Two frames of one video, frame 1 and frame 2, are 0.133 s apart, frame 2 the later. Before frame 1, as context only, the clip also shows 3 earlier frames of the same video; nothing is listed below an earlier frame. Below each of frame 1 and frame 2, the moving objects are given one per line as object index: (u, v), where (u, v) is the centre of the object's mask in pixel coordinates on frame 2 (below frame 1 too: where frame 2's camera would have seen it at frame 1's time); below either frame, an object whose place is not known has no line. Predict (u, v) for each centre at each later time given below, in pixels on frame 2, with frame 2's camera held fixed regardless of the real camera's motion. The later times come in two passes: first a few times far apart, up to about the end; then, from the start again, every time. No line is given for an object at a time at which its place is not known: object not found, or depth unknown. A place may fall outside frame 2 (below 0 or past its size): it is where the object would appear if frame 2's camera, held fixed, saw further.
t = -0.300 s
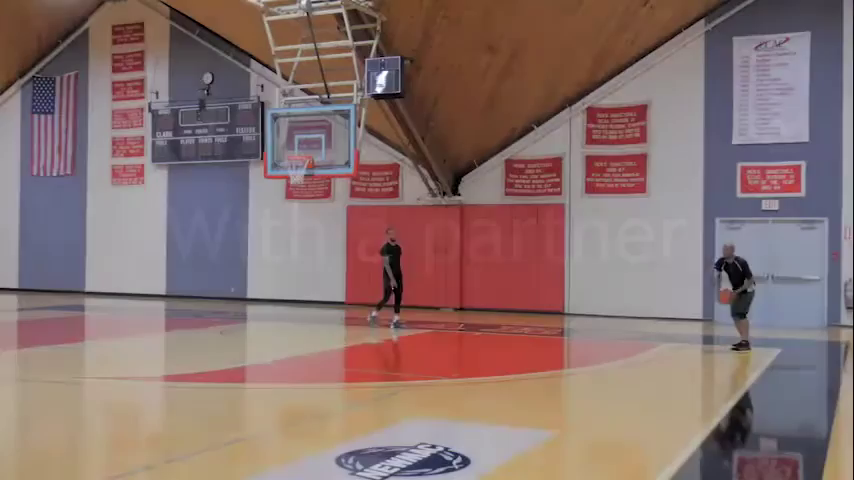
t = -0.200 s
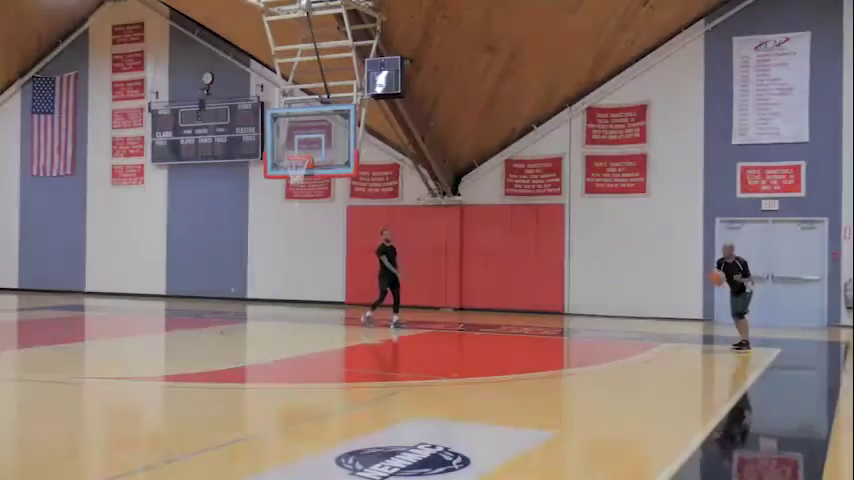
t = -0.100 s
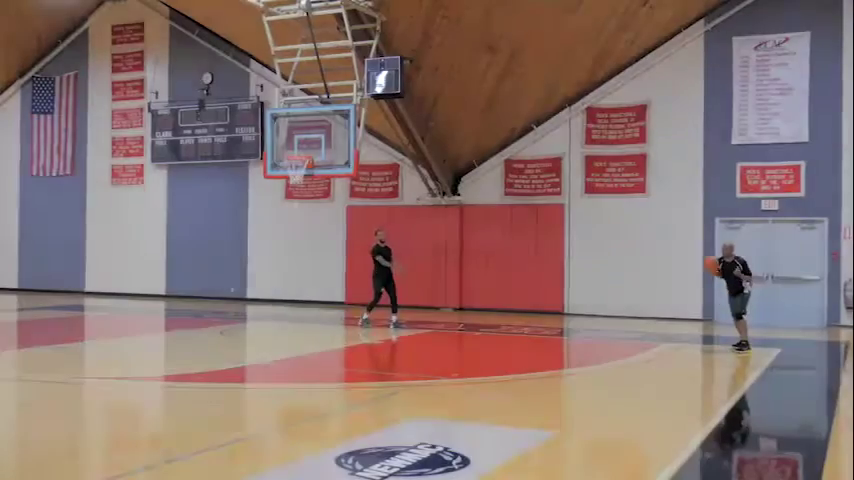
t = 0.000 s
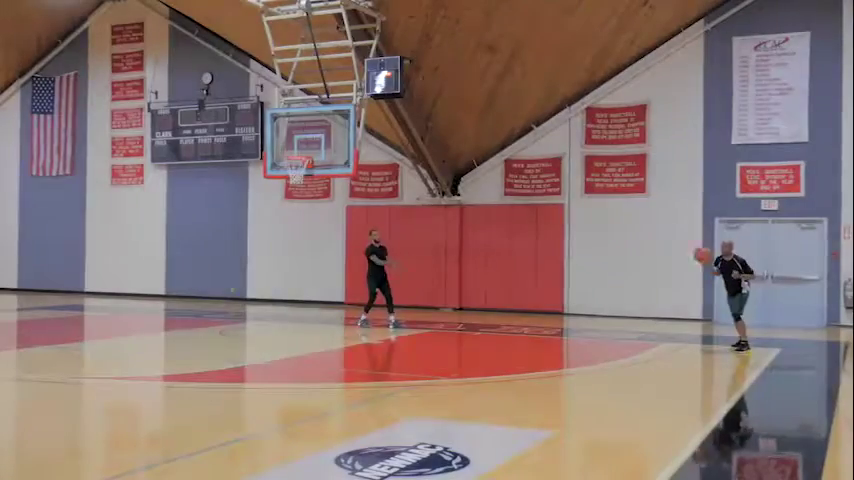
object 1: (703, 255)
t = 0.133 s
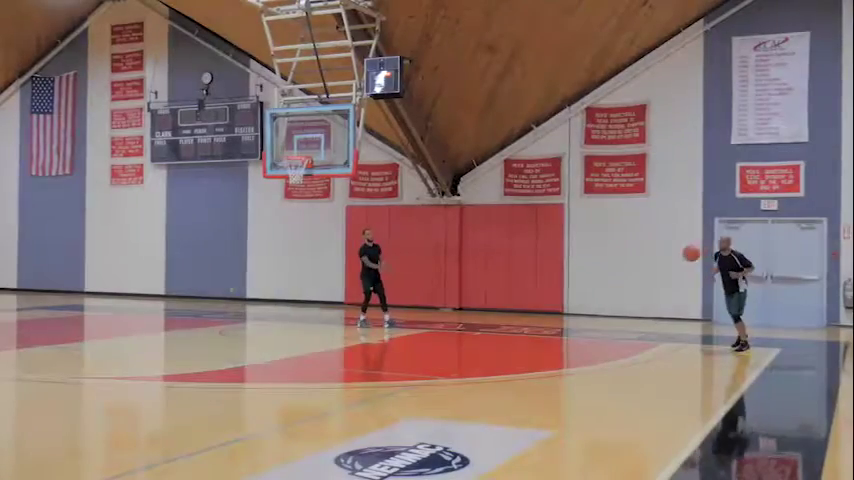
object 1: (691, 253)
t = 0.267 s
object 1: (681, 263)
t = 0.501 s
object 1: (660, 315)
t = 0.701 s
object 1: (651, 336)
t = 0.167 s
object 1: (689, 253)
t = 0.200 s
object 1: (686, 256)
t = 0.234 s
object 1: (683, 259)
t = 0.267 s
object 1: (681, 263)
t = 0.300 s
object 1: (678, 268)
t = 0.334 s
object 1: (675, 274)
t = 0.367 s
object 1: (672, 280)
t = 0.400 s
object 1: (669, 288)
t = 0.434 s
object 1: (666, 296)
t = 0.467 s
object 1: (663, 304)
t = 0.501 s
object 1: (660, 315)
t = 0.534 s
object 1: (657, 324)
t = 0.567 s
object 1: (654, 336)
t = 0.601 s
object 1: (650, 350)
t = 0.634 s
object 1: (650, 354)
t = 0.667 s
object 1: (650, 345)
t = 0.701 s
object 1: (651, 336)
